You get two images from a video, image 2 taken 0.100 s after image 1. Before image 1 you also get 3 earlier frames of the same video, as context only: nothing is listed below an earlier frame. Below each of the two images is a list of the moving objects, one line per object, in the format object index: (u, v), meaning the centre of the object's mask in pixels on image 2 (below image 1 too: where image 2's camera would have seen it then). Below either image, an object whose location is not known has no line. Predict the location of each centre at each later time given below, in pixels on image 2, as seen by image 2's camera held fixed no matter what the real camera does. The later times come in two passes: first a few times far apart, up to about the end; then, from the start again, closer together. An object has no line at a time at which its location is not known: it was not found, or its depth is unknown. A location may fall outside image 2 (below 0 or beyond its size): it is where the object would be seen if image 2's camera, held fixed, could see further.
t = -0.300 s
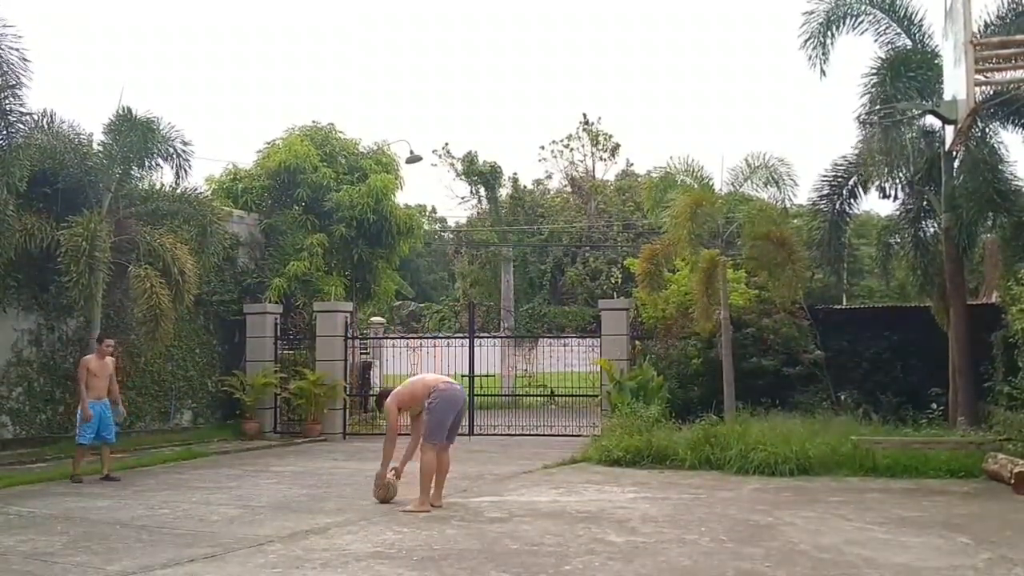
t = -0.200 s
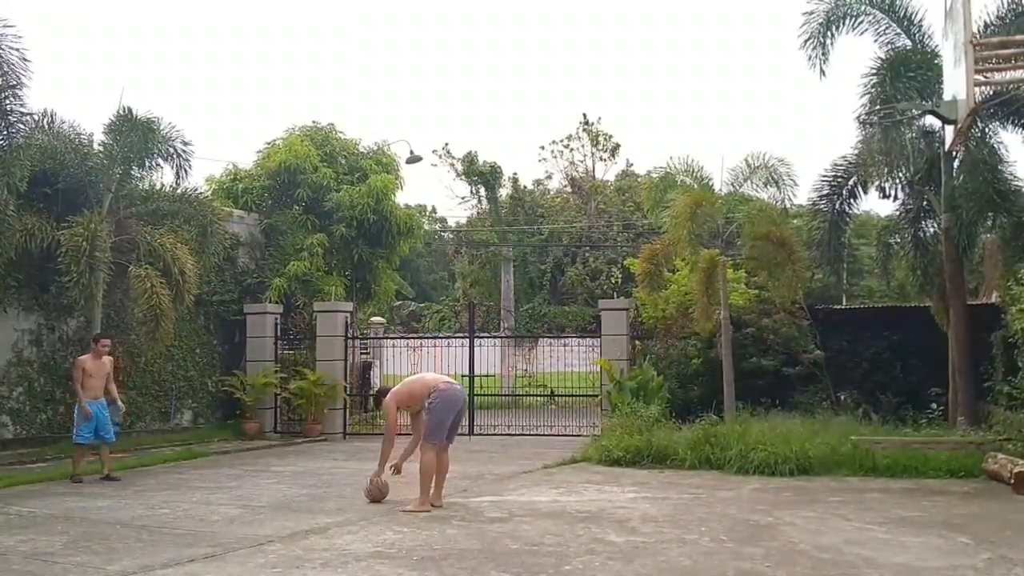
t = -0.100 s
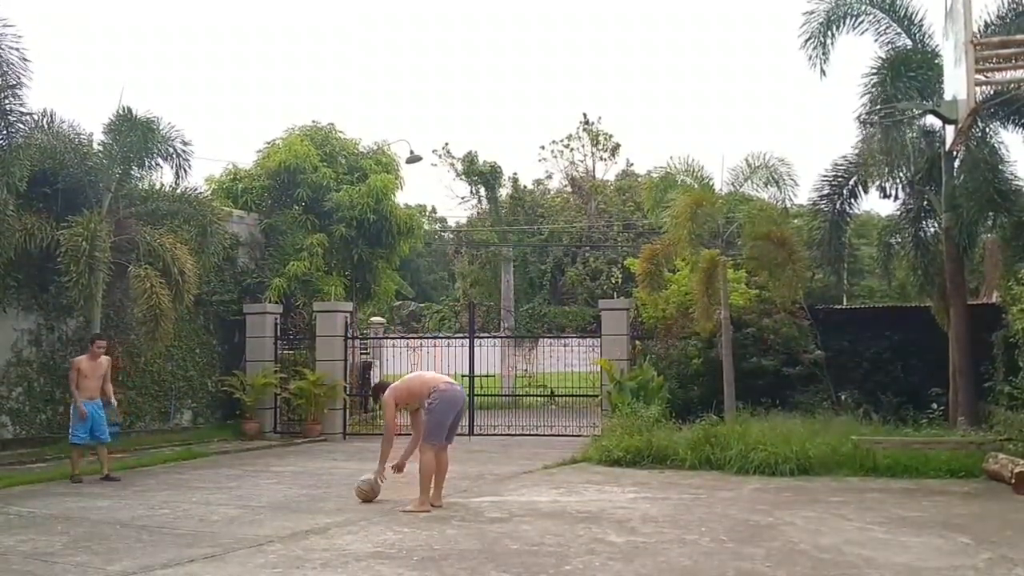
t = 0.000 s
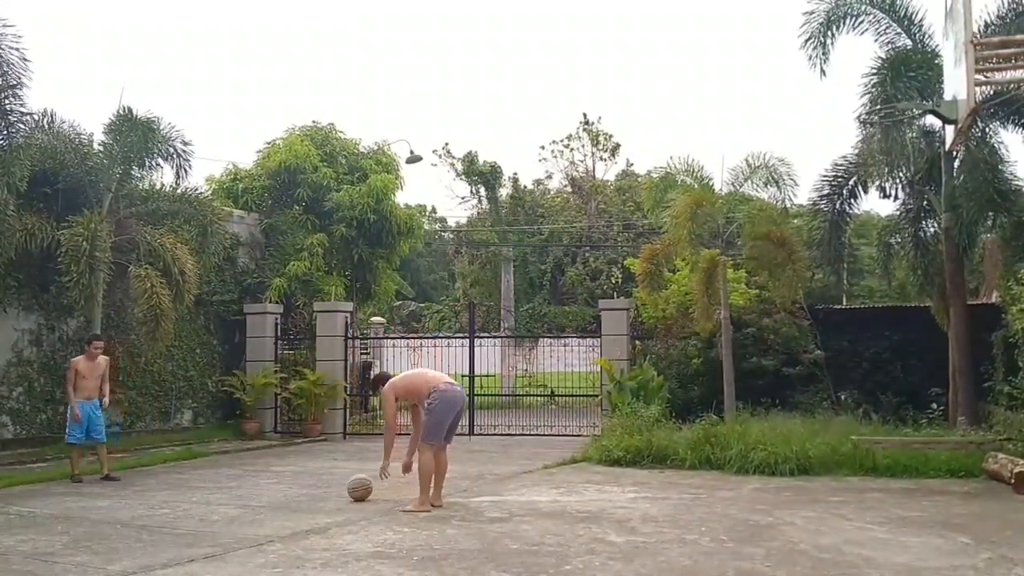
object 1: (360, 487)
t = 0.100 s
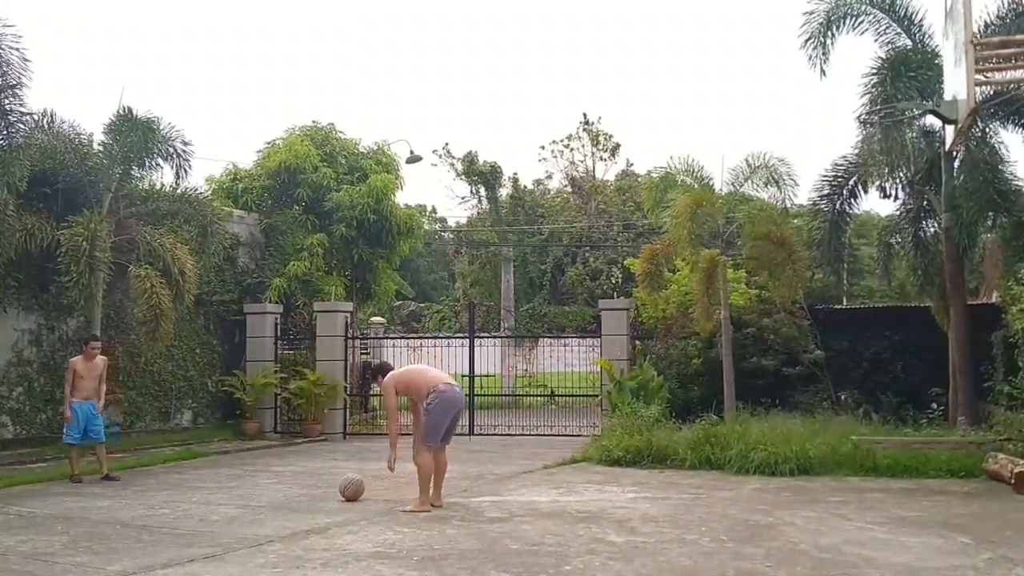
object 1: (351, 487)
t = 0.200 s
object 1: (344, 487)
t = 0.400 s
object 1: (328, 486)
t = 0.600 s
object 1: (315, 485)
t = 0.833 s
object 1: (299, 484)
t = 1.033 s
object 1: (286, 483)
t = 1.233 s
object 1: (274, 483)
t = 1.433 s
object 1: (262, 482)
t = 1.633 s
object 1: (250, 482)
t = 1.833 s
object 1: (239, 482)
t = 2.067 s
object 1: (225, 481)
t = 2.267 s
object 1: (213, 481)
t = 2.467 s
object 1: (203, 480)
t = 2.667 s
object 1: (192, 480)
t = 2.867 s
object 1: (181, 480)
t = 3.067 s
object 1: (172, 480)
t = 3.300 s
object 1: (160, 480)
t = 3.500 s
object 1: (150, 479)
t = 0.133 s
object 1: (349, 487)
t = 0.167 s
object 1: (346, 487)
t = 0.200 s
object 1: (344, 487)
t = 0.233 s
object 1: (341, 487)
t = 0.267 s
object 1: (338, 487)
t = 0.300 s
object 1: (336, 487)
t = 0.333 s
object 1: (333, 486)
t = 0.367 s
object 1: (331, 486)
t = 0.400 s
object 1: (328, 486)
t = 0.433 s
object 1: (326, 486)
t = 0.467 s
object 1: (323, 486)
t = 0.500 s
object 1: (321, 486)
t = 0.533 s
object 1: (319, 485)
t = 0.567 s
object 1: (317, 485)
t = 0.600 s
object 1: (315, 485)
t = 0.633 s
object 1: (313, 485)
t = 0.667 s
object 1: (311, 485)
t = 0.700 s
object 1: (308, 485)
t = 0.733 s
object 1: (306, 485)
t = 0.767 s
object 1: (303, 484)
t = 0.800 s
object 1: (301, 484)
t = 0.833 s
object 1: (299, 484)
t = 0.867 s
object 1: (297, 484)
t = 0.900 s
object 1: (295, 484)
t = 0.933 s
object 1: (292, 484)
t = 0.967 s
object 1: (290, 484)
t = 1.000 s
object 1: (288, 483)
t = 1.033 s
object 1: (286, 483)
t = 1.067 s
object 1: (284, 483)
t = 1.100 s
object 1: (282, 483)
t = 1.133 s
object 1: (280, 483)
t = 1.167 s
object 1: (278, 483)
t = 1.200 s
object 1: (276, 483)
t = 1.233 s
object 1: (274, 483)
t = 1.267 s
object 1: (272, 483)
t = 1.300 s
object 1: (270, 483)
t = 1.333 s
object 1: (268, 483)
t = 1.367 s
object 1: (266, 482)
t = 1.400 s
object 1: (264, 482)
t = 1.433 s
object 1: (262, 482)
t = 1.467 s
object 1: (259, 482)
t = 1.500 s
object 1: (257, 482)
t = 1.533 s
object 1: (256, 482)
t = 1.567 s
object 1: (254, 482)
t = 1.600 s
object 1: (252, 482)
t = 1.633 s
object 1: (250, 482)
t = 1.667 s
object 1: (248, 482)
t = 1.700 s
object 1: (247, 482)
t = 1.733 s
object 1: (245, 482)
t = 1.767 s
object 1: (243, 482)
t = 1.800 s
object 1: (241, 482)
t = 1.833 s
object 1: (239, 482)
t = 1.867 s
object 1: (237, 482)
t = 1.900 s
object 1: (235, 481)
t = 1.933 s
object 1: (232, 481)
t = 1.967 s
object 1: (231, 481)
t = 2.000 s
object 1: (229, 481)
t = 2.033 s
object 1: (227, 481)
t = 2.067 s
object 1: (225, 481)
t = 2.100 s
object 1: (223, 481)
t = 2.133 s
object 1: (221, 481)
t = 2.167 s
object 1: (219, 481)
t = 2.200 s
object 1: (217, 481)
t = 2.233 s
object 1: (215, 480)
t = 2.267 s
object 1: (213, 481)
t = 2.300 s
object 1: (212, 481)
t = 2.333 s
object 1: (210, 481)
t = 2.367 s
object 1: (209, 481)
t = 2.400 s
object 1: (206, 481)
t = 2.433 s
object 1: (205, 481)
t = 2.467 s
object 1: (203, 480)
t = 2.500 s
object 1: (201, 480)
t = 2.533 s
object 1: (199, 480)
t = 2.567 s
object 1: (197, 480)
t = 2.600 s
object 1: (196, 480)
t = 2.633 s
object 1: (194, 480)
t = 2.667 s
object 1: (192, 480)
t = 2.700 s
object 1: (190, 480)
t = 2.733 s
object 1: (189, 480)
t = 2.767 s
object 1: (187, 480)
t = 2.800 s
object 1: (185, 480)
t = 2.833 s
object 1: (183, 480)
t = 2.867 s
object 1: (181, 480)
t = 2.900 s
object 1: (180, 480)
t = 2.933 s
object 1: (178, 480)
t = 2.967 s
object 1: (177, 480)
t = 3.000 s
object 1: (175, 480)
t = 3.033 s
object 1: (173, 480)
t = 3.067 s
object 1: (172, 480)
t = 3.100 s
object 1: (170, 480)
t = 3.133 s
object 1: (168, 480)
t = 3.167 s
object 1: (167, 480)
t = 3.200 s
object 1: (165, 479)
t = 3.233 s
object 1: (163, 480)
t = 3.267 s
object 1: (162, 479)
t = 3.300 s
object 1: (160, 480)
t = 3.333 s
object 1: (158, 480)
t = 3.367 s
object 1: (157, 479)
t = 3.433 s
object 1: (154, 479)
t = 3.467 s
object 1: (152, 479)
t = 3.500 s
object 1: (150, 479)
